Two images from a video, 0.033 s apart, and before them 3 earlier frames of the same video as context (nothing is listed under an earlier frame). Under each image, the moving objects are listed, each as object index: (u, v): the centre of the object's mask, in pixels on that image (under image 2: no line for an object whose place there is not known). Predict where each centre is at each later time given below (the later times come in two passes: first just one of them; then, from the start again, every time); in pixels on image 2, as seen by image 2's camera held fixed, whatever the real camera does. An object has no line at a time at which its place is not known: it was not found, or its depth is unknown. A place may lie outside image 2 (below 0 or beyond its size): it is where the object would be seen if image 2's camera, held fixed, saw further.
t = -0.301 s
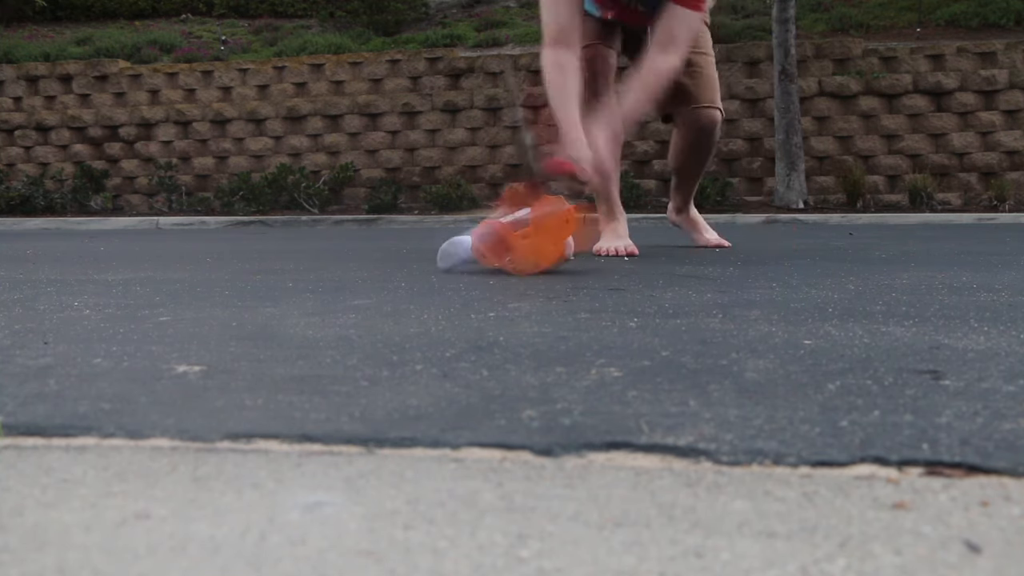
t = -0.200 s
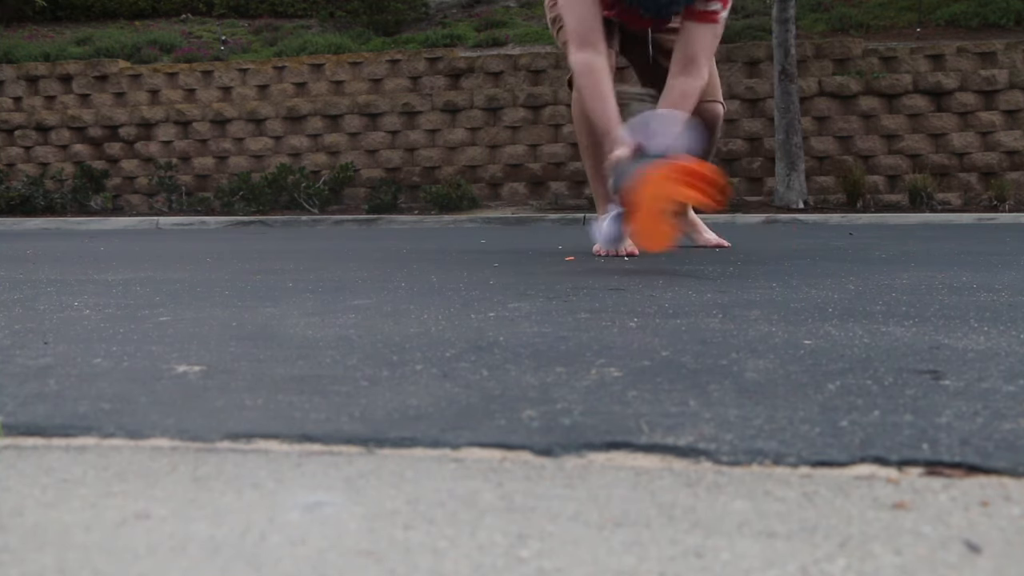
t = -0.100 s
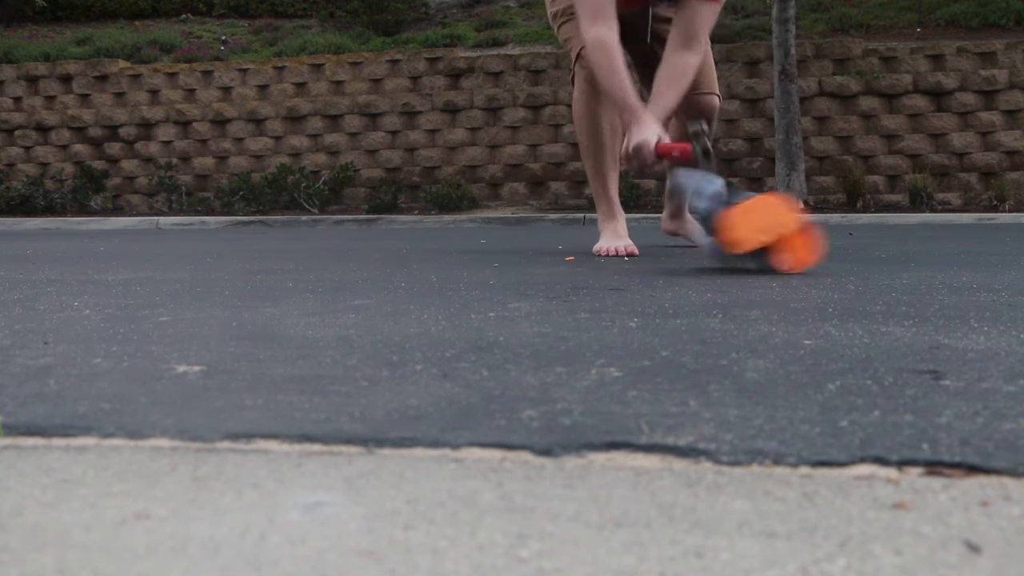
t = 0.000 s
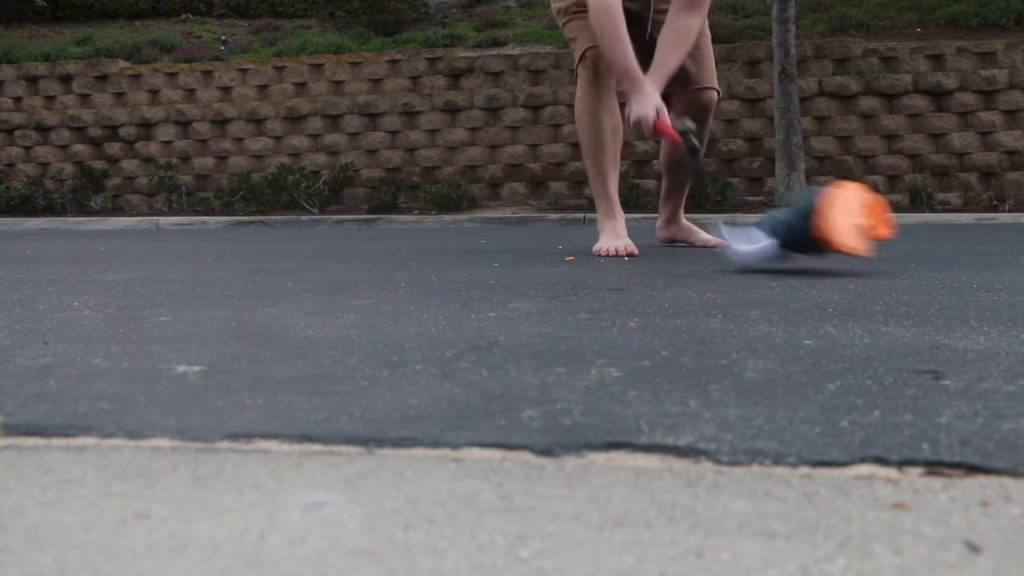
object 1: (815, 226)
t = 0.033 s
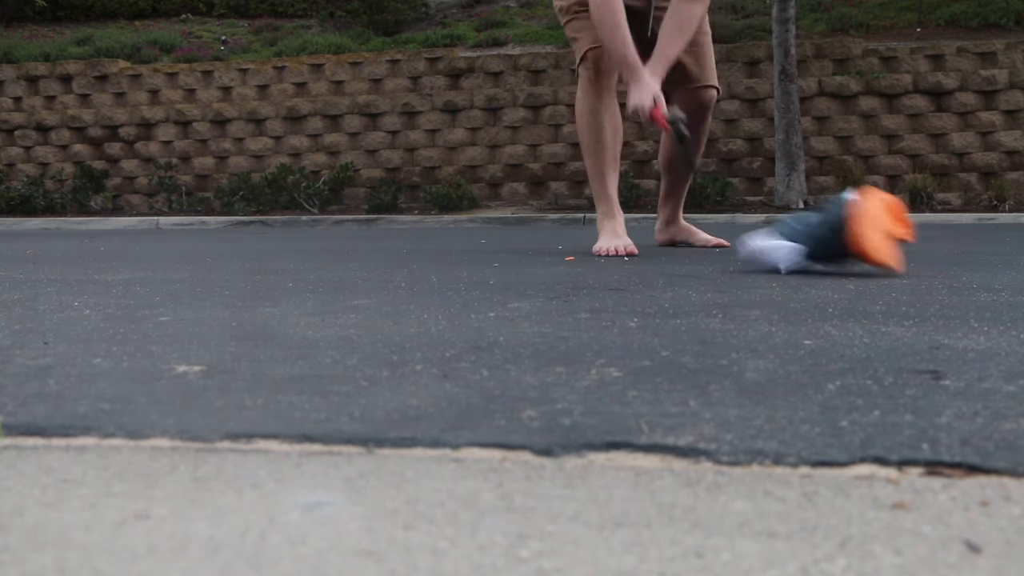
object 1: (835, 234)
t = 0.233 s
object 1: (943, 243)
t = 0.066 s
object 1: (856, 236)
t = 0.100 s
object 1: (873, 237)
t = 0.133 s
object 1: (894, 239)
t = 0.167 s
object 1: (914, 242)
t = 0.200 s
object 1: (930, 243)
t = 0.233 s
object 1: (943, 243)
